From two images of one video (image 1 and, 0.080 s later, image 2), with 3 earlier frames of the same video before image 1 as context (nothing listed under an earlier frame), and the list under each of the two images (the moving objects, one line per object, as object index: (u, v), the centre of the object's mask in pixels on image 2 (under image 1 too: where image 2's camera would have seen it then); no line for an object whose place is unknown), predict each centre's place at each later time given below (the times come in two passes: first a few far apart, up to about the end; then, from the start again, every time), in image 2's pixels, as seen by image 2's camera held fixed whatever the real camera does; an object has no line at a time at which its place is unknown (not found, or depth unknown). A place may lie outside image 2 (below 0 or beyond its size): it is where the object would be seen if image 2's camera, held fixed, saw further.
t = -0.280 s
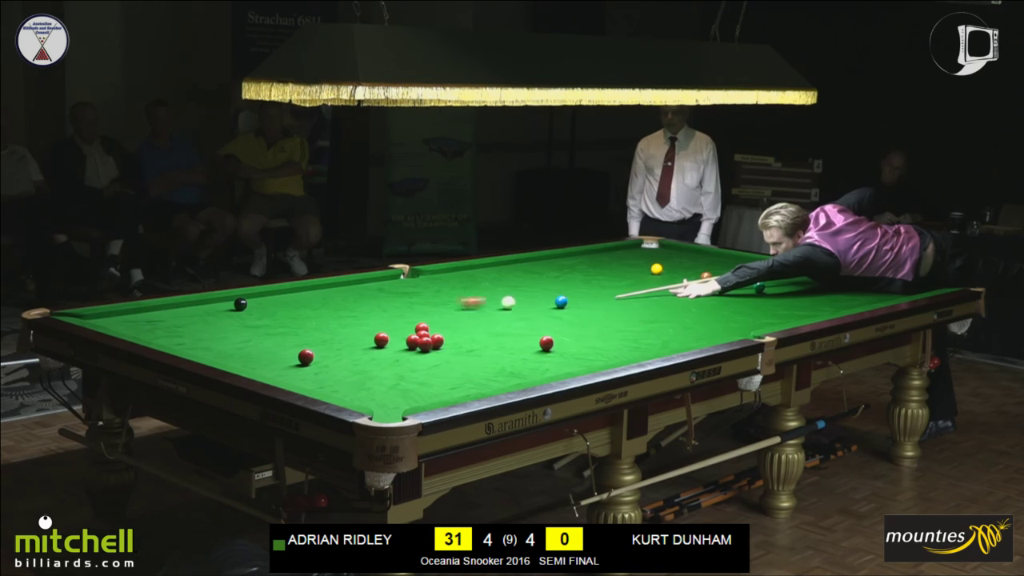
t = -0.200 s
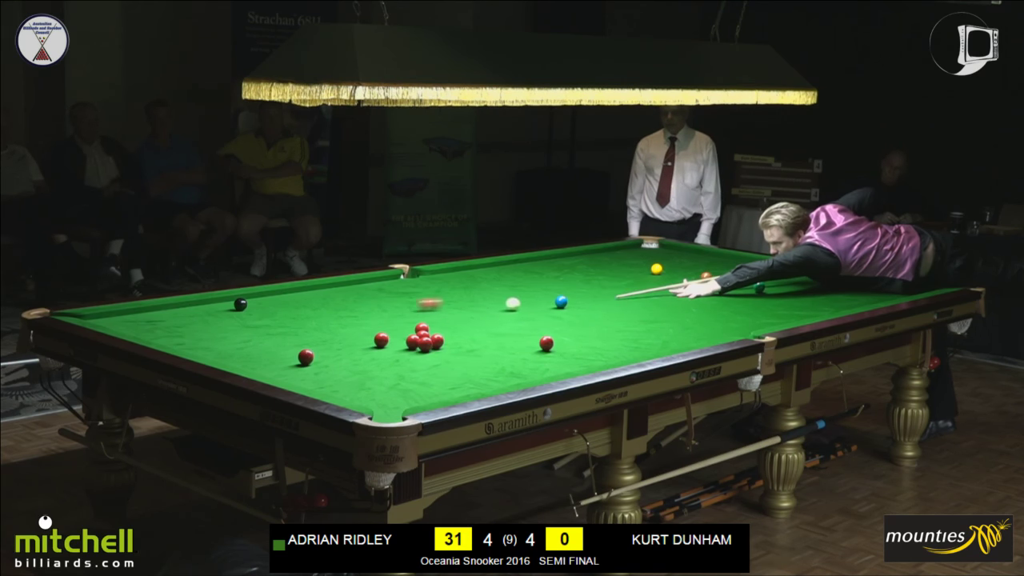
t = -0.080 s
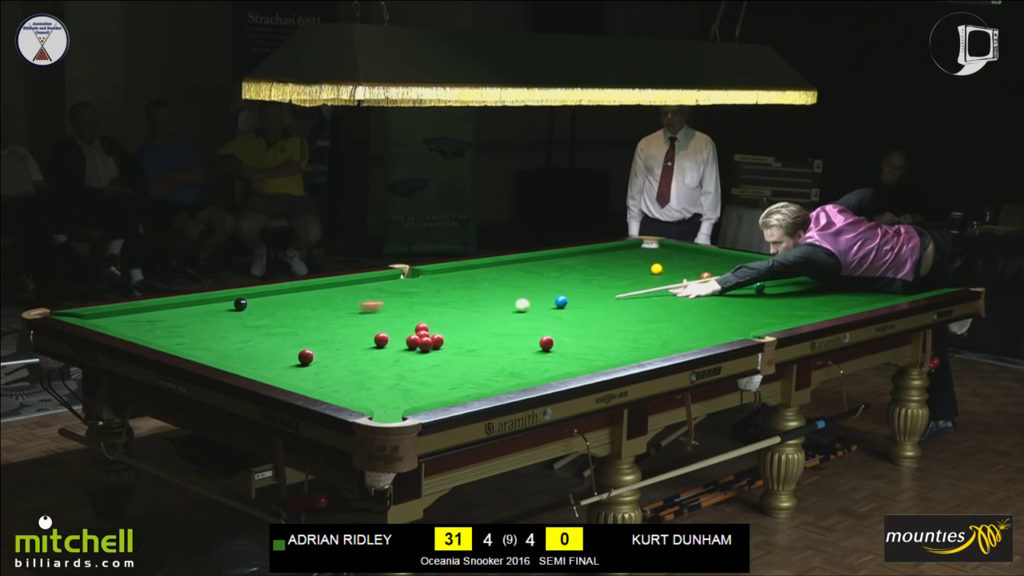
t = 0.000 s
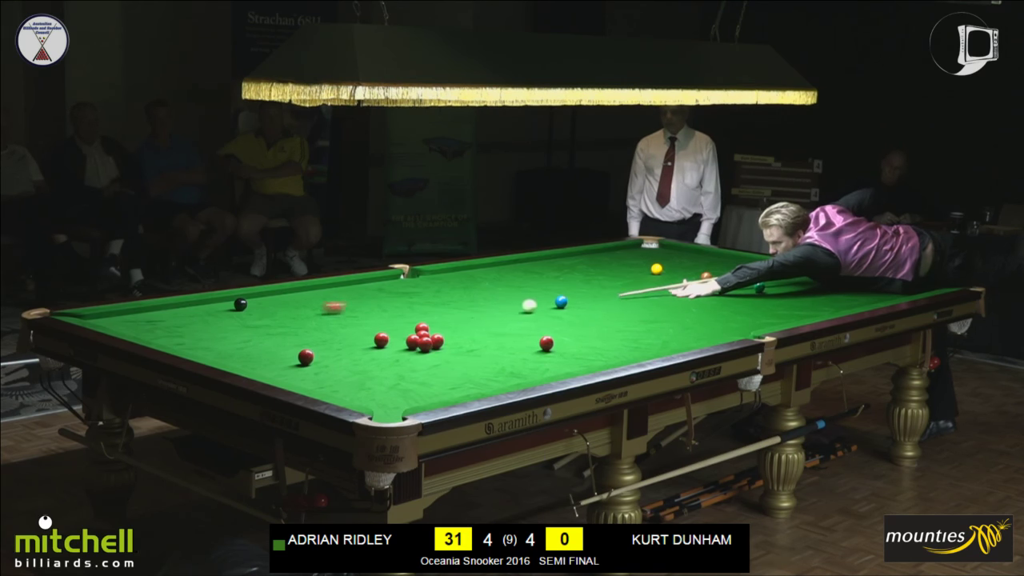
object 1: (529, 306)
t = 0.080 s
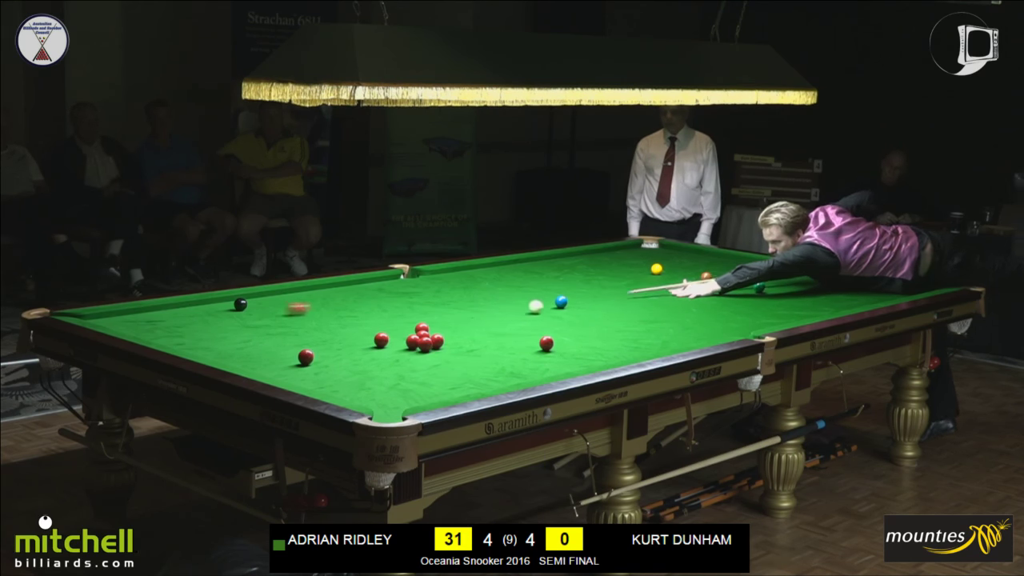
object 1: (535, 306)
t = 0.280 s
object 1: (551, 309)
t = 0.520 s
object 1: (572, 311)
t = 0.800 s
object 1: (592, 314)
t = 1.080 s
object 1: (610, 316)
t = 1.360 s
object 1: (626, 318)
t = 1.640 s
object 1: (641, 320)
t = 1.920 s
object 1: (653, 321)
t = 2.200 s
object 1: (664, 323)
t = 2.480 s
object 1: (674, 324)
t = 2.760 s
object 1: (681, 325)
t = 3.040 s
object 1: (686, 325)
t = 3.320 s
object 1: (689, 325)
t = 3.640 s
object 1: (690, 325)
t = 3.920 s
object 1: (690, 325)
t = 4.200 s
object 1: (690, 326)
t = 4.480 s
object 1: (690, 326)
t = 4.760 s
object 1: (690, 325)
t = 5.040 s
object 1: (690, 325)
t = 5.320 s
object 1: (690, 325)
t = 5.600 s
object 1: (690, 326)
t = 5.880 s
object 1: (690, 325)
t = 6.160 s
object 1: (690, 325)
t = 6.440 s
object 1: (690, 325)
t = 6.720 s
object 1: (690, 325)
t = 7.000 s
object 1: (690, 326)
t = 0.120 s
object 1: (538, 306)
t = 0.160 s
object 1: (542, 307)
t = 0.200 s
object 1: (545, 308)
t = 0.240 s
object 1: (548, 308)
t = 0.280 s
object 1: (551, 309)
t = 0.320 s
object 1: (557, 310)
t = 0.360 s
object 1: (561, 310)
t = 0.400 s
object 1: (564, 310)
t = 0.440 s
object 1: (567, 311)
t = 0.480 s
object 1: (570, 311)
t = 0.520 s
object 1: (572, 311)
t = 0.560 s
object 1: (575, 312)
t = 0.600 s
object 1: (578, 312)
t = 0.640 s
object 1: (581, 312)
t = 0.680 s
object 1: (584, 313)
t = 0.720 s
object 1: (587, 312)
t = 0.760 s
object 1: (589, 313)
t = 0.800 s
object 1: (592, 314)
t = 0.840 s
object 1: (595, 314)
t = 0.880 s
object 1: (597, 314)
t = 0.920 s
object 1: (600, 315)
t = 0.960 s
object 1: (602, 314)
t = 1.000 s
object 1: (605, 315)
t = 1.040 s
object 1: (607, 316)
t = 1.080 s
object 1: (610, 316)
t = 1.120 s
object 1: (612, 316)
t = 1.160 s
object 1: (615, 316)
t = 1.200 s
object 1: (617, 316)
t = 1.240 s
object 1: (620, 317)
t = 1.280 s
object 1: (622, 317)
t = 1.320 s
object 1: (624, 317)
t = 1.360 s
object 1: (626, 318)
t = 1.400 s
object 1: (628, 318)
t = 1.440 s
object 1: (630, 319)
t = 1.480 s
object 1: (633, 319)
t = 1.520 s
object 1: (635, 319)
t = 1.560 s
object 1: (637, 319)
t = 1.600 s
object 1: (639, 319)
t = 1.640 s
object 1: (641, 320)
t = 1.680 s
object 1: (643, 319)
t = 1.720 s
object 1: (645, 320)
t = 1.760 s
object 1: (647, 320)
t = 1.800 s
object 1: (648, 321)
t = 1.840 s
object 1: (650, 321)
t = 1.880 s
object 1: (652, 320)
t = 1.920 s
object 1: (653, 321)
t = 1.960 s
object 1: (655, 321)
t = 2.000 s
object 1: (657, 321)
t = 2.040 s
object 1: (658, 322)
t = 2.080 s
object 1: (660, 322)
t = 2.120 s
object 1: (661, 322)
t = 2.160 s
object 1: (663, 322)
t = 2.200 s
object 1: (664, 323)
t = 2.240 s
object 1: (666, 322)
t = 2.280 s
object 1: (667, 323)
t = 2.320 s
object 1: (669, 323)
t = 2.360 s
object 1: (670, 323)
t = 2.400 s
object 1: (671, 323)
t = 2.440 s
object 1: (672, 324)
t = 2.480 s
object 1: (674, 324)
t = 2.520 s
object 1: (675, 324)
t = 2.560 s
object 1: (676, 324)
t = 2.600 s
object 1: (677, 324)
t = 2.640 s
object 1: (678, 324)
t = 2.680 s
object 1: (679, 324)
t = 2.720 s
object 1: (680, 324)
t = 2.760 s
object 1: (681, 325)
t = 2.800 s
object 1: (682, 325)
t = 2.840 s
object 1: (683, 324)
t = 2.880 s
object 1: (683, 324)
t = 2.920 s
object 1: (684, 325)
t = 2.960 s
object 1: (685, 324)
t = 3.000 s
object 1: (685, 325)
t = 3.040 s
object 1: (686, 325)
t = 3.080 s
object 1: (687, 324)
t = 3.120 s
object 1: (687, 325)
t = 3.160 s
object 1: (688, 325)
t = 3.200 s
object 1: (688, 325)
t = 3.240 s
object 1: (689, 325)
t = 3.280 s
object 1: (689, 325)
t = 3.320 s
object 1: (689, 325)
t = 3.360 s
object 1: (689, 325)
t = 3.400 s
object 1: (690, 325)
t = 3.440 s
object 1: (690, 325)
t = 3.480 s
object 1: (690, 325)
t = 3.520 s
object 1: (690, 325)
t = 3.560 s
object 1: (690, 325)
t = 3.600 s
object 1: (690, 325)
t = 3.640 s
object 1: (690, 325)
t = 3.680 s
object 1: (690, 325)
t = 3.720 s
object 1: (690, 325)
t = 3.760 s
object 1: (690, 325)
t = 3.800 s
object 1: (690, 325)
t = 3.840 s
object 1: (690, 326)
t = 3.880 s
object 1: (690, 325)
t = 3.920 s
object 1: (690, 325)
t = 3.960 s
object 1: (690, 325)
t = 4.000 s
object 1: (690, 325)
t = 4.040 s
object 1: (690, 325)
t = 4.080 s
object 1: (690, 325)
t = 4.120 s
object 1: (690, 326)
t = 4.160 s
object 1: (690, 325)
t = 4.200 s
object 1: (690, 326)
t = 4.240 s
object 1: (690, 325)
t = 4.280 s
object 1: (690, 325)
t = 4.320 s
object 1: (690, 325)
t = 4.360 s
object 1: (690, 325)
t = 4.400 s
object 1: (690, 325)
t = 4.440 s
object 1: (690, 325)
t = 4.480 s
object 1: (690, 326)
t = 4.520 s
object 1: (690, 325)
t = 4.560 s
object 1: (690, 325)
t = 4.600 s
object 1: (690, 326)
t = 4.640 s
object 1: (690, 325)
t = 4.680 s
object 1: (690, 326)
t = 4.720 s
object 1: (690, 325)
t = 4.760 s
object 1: (690, 325)
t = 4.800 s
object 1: (690, 325)
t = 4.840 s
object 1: (690, 325)
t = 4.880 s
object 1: (690, 325)
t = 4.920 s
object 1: (690, 325)
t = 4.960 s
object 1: (690, 325)
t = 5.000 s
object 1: (690, 325)
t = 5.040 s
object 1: (690, 325)
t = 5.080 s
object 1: (690, 325)
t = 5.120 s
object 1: (690, 325)
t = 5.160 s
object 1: (690, 325)
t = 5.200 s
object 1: (690, 325)
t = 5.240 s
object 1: (690, 325)
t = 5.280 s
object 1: (690, 325)
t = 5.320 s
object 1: (690, 325)
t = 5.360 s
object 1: (690, 325)
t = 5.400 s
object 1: (690, 326)
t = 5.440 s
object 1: (690, 325)
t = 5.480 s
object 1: (690, 325)
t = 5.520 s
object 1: (690, 325)
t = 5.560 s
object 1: (690, 325)
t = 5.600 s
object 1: (690, 326)
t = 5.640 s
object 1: (690, 325)
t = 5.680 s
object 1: (690, 325)
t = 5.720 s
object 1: (690, 326)
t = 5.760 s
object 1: (690, 325)
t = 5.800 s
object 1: (690, 325)
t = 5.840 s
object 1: (690, 325)
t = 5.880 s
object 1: (690, 325)
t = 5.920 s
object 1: (690, 326)
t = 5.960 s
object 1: (690, 325)
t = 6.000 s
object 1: (690, 325)
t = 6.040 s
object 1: (690, 326)
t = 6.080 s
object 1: (690, 325)
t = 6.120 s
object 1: (690, 325)
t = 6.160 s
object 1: (690, 325)
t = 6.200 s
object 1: (690, 326)
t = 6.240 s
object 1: (690, 325)
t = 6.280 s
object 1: (690, 325)
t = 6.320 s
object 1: (690, 325)
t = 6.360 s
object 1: (690, 325)
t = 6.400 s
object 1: (690, 325)
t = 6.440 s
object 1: (690, 325)
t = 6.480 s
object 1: (690, 325)
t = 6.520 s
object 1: (690, 326)
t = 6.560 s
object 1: (690, 325)
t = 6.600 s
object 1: (690, 325)
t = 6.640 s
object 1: (690, 325)
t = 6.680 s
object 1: (690, 325)
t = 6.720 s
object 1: (690, 325)
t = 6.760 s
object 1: (690, 325)
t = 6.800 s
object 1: (690, 325)
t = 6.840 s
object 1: (690, 325)
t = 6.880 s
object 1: (690, 325)
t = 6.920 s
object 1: (690, 325)
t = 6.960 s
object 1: (690, 325)
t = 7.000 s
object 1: (690, 326)
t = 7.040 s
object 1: (690, 325)
